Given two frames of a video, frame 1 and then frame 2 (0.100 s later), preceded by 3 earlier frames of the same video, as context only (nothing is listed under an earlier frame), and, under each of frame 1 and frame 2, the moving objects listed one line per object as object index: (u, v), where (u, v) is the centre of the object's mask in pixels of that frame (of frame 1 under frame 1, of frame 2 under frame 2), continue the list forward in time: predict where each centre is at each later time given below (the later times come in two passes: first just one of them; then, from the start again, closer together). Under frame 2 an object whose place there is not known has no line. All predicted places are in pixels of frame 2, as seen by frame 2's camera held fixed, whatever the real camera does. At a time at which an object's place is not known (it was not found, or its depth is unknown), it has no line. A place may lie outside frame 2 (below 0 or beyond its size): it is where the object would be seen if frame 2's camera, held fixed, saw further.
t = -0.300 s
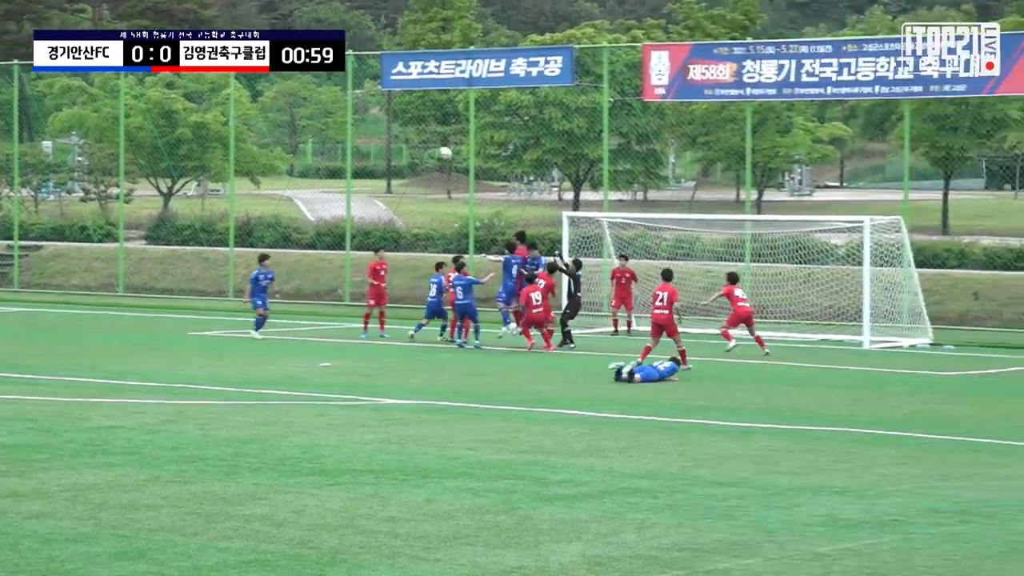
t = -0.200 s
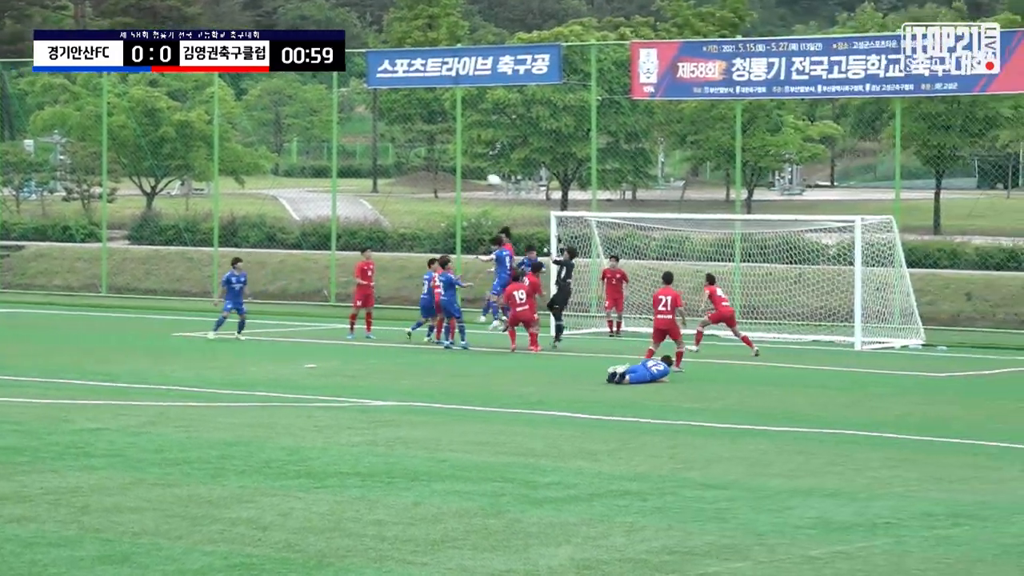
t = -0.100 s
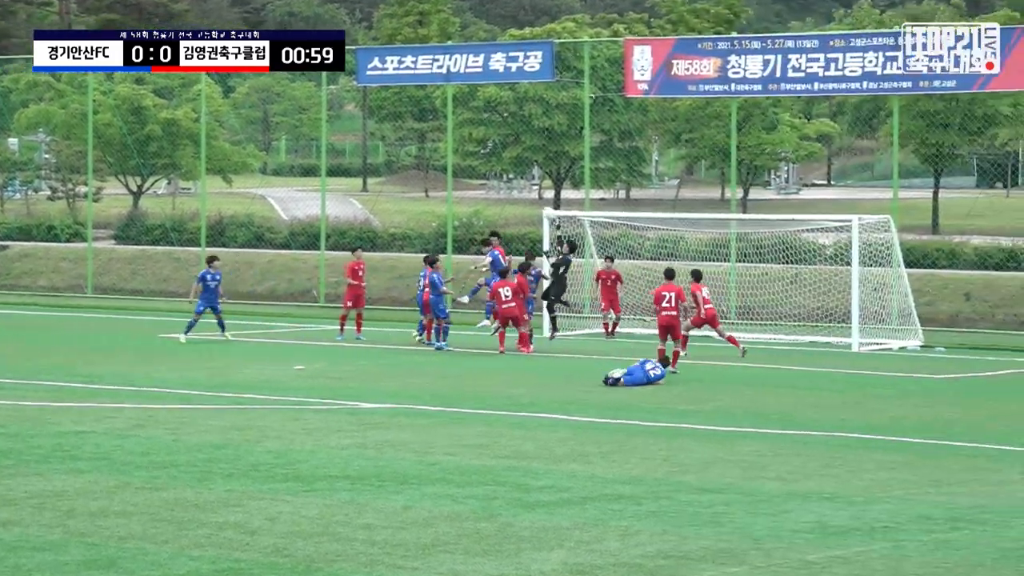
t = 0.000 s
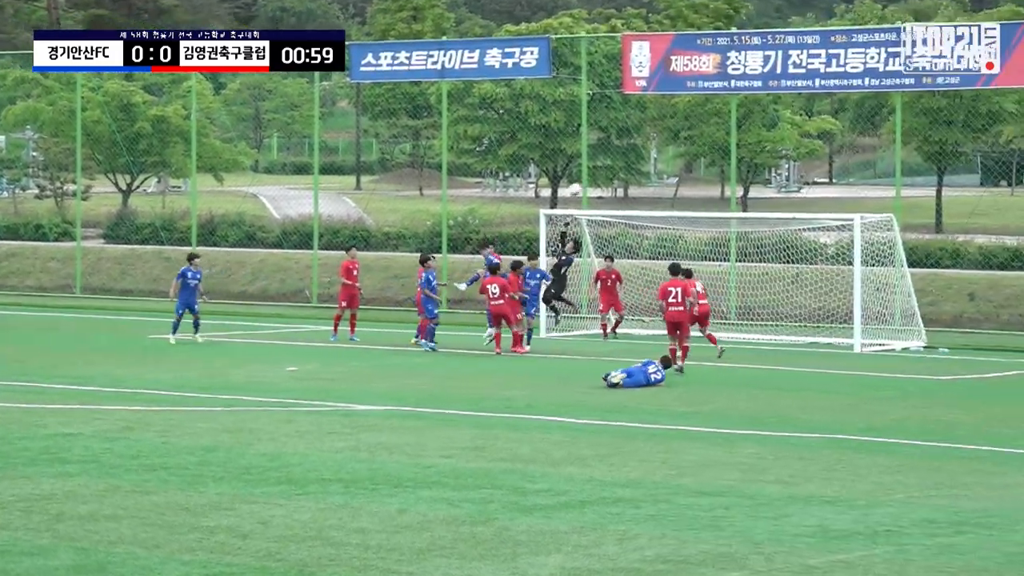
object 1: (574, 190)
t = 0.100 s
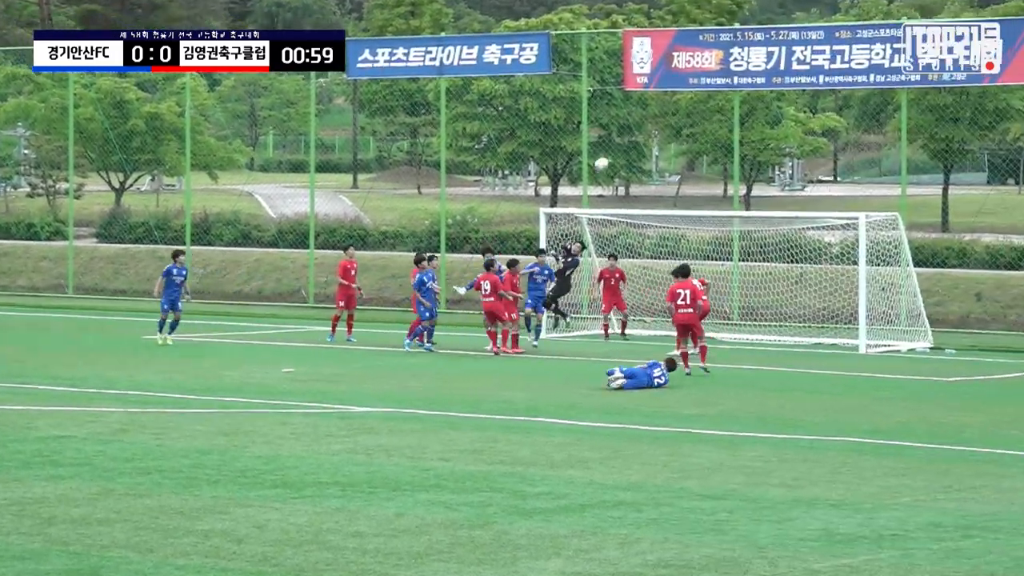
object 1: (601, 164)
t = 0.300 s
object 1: (663, 129)
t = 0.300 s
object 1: (663, 129)
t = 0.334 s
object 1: (674, 125)
